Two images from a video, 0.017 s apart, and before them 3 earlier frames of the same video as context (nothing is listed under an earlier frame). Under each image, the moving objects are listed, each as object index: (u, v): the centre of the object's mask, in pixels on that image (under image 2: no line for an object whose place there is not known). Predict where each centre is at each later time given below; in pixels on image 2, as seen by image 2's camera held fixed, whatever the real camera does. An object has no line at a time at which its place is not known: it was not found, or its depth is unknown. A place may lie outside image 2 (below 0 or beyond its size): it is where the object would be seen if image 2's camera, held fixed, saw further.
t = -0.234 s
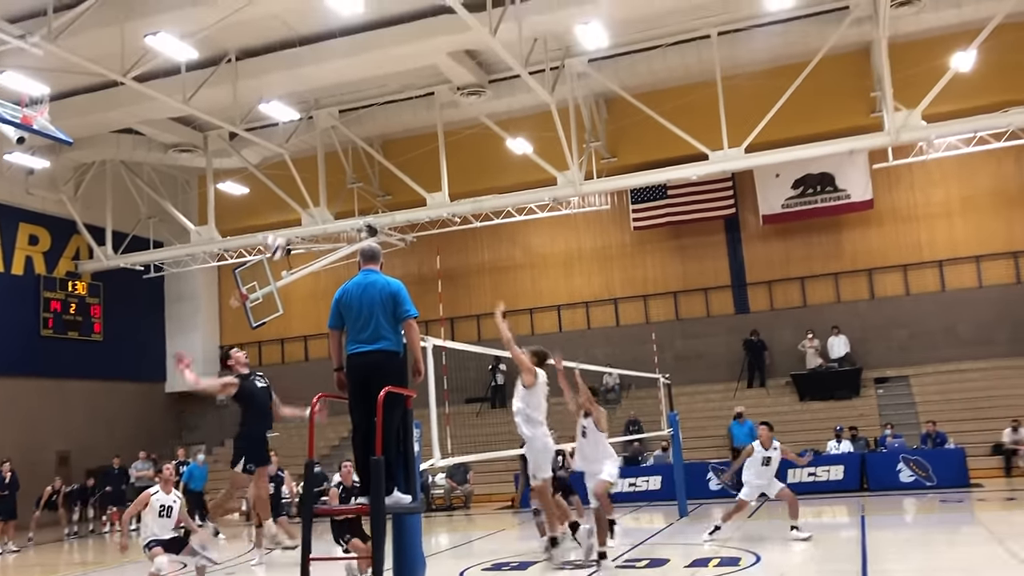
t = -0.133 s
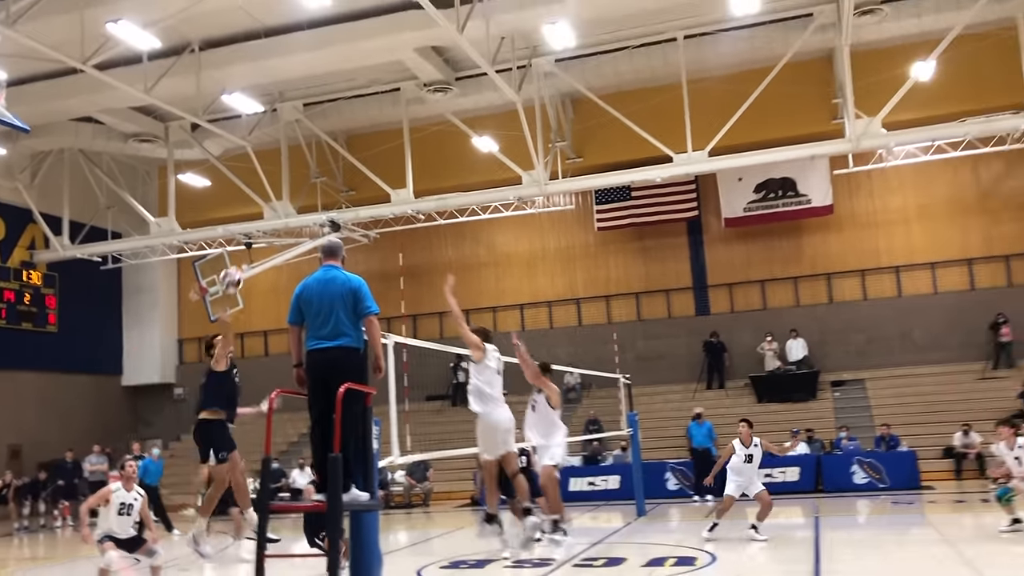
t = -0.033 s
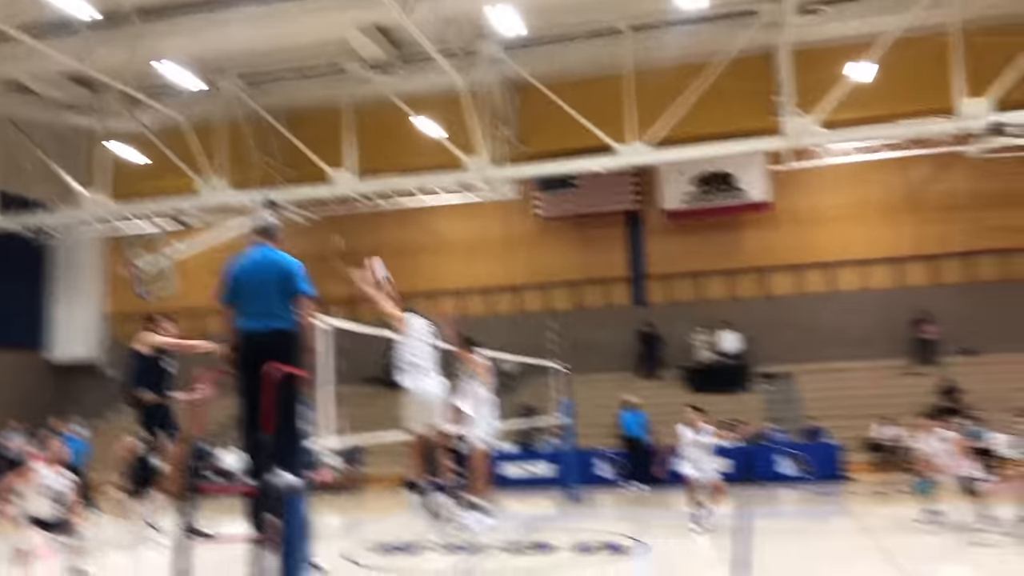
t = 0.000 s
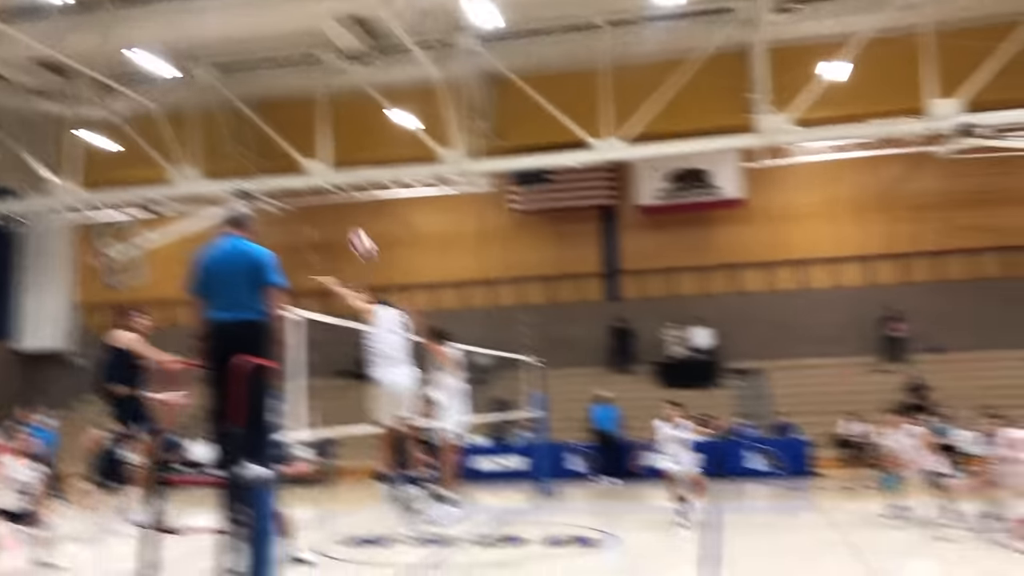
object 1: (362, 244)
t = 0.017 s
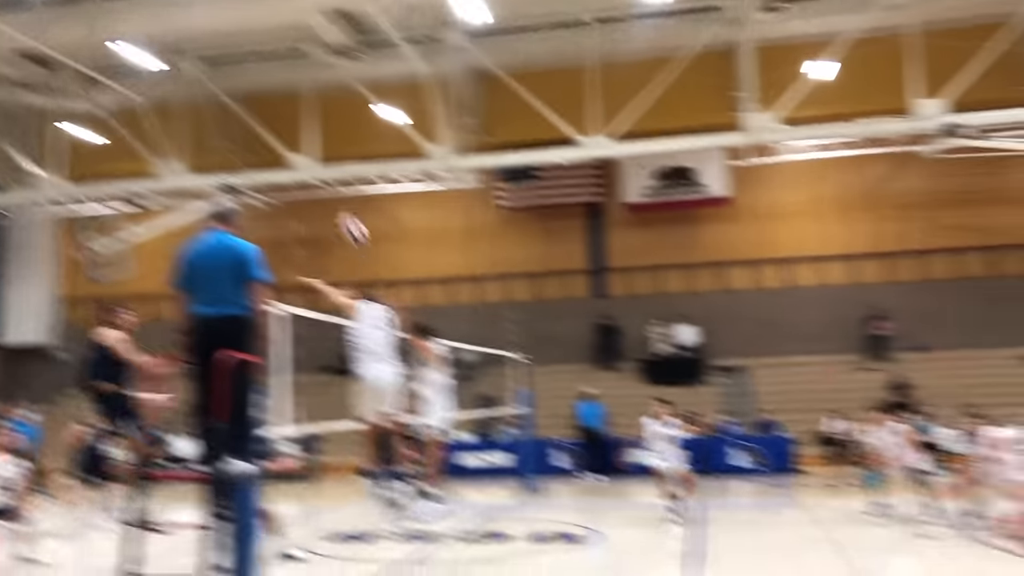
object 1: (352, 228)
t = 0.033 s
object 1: (357, 218)
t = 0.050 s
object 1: (364, 210)
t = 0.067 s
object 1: (369, 200)
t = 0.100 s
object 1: (380, 183)
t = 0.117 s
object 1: (382, 170)
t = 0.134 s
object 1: (387, 160)
